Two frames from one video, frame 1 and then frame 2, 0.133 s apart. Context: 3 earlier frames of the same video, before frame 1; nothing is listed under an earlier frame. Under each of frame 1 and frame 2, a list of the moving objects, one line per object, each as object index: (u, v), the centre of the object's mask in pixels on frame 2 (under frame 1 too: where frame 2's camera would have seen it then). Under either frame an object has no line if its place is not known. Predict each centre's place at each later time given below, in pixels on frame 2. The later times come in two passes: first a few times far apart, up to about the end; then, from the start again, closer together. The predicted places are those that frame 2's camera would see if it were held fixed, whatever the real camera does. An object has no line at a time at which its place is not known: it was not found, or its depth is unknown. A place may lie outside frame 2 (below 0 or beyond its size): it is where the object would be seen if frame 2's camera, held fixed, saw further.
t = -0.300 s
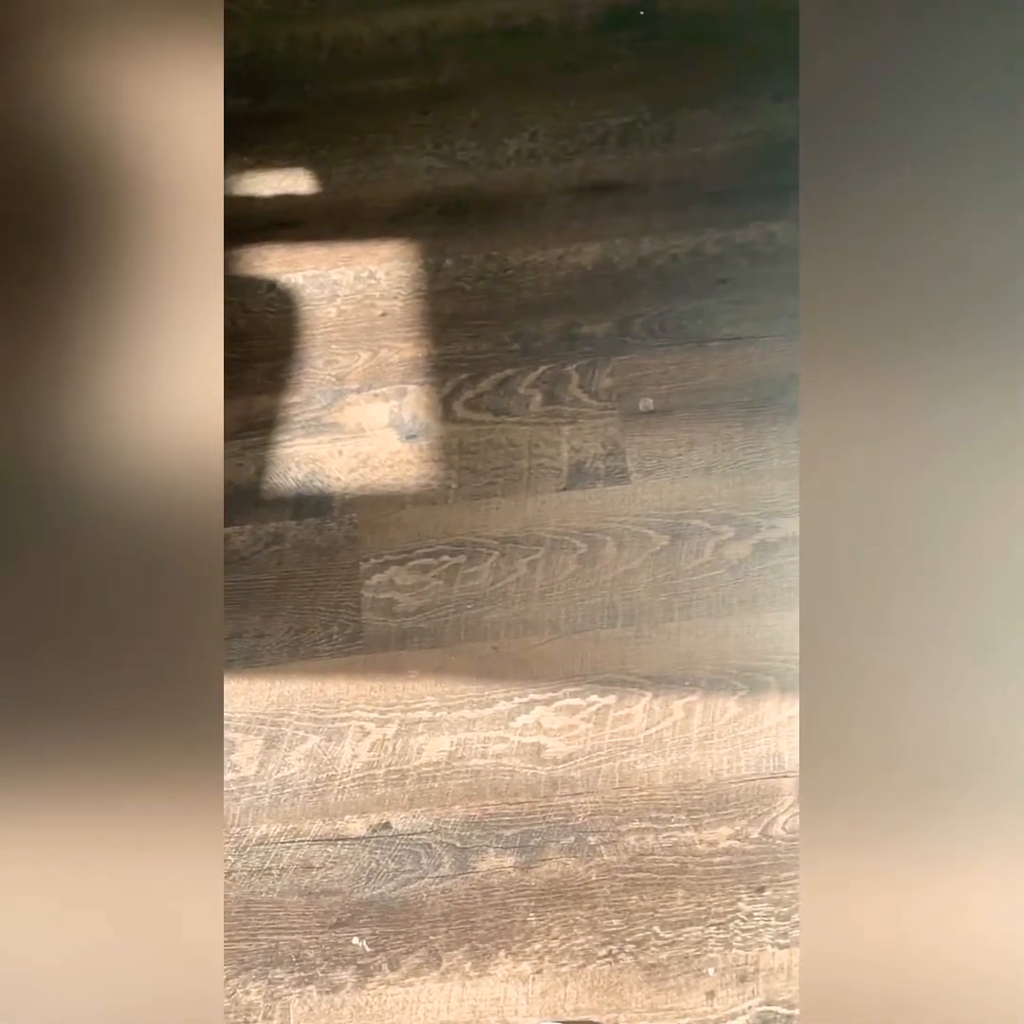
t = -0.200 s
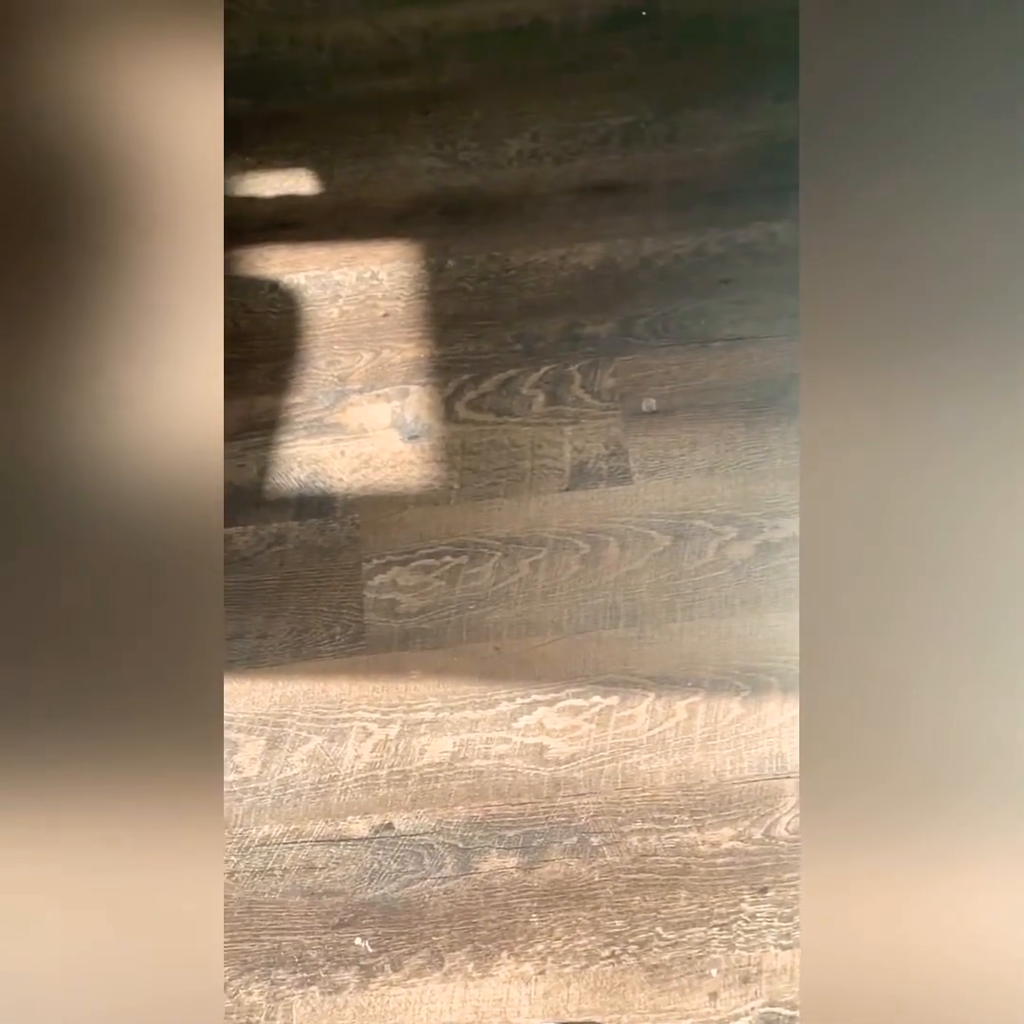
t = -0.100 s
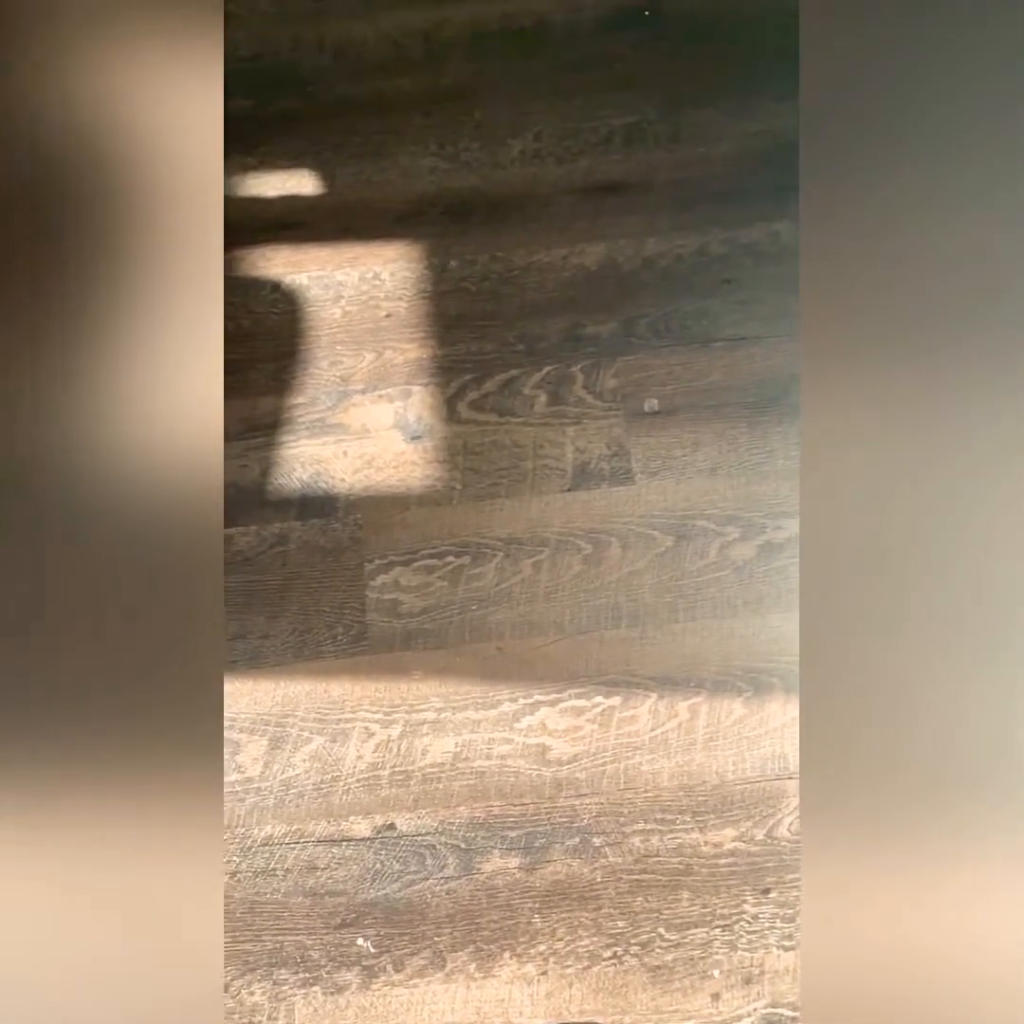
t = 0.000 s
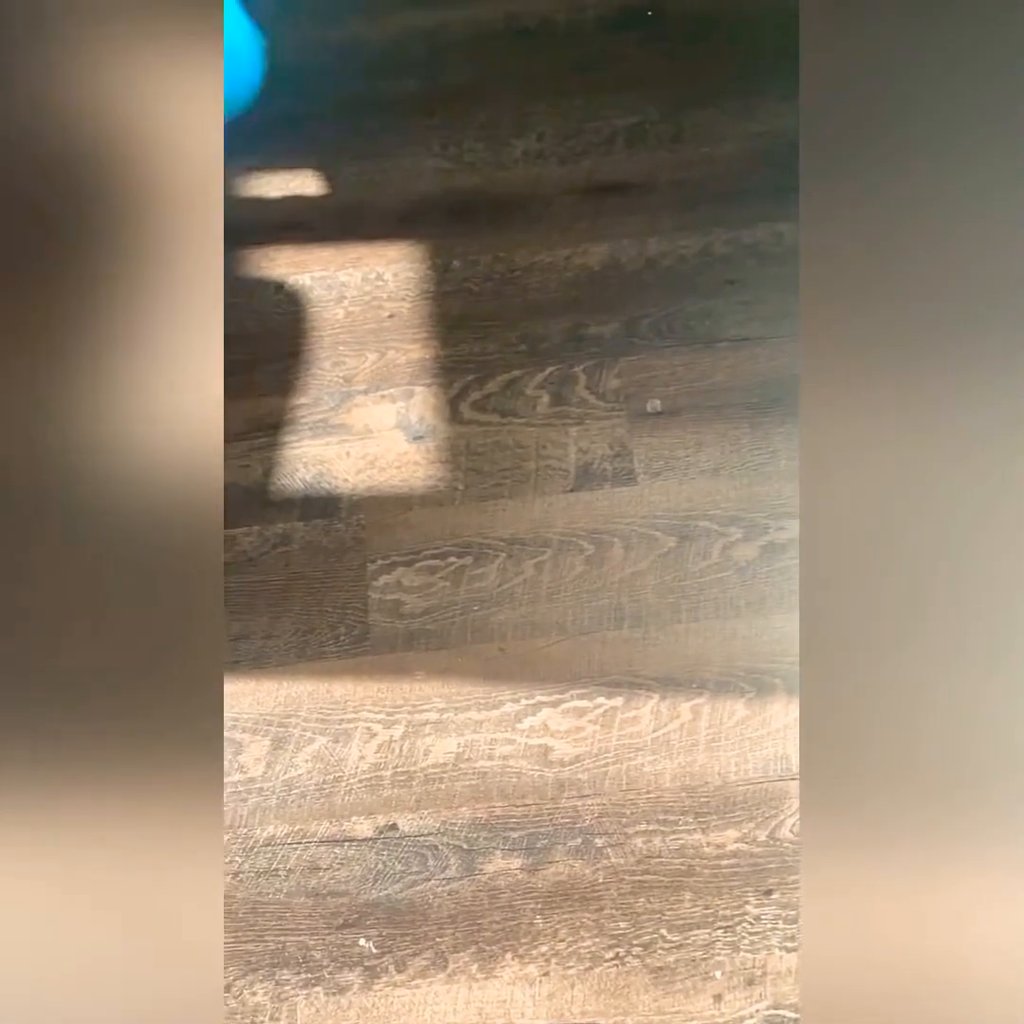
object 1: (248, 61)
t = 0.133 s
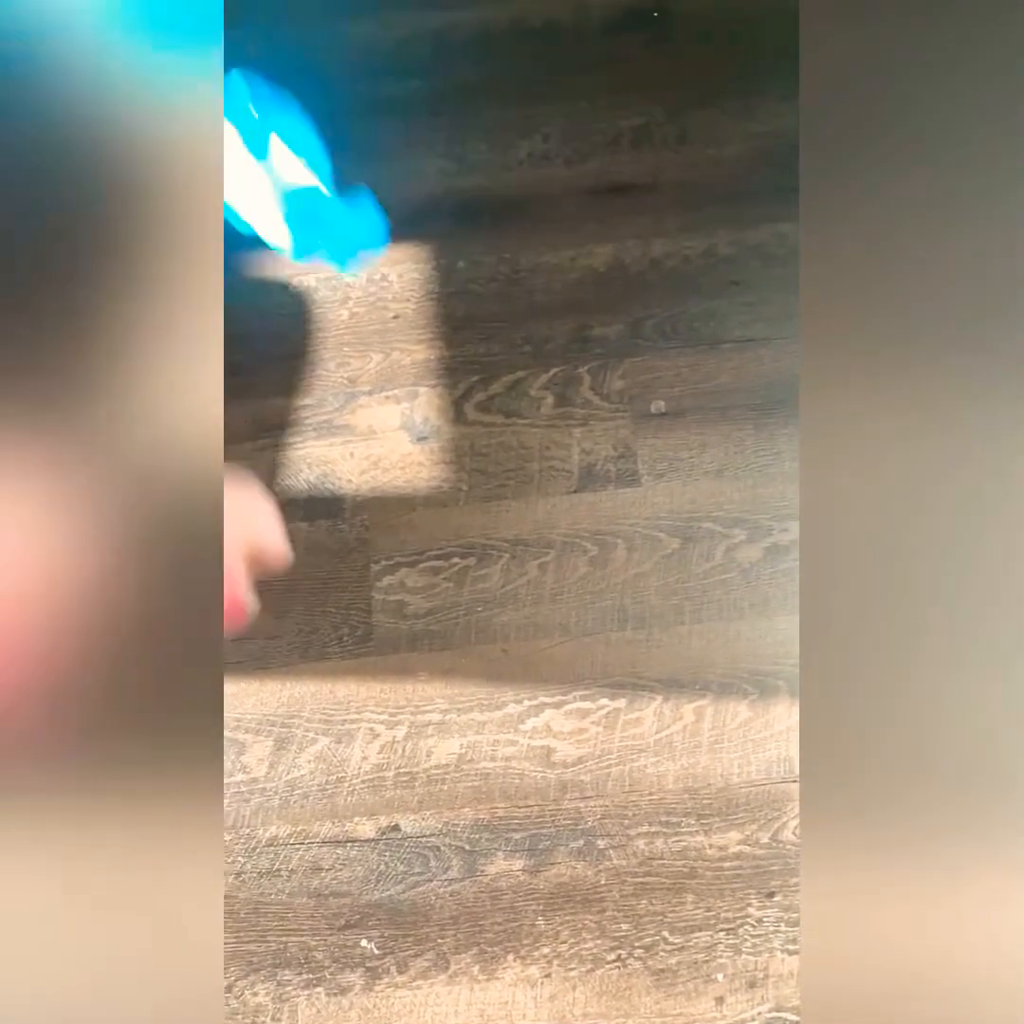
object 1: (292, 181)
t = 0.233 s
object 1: (347, 283)
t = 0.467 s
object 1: (440, 416)
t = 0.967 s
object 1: (507, 517)
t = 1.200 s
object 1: (533, 505)
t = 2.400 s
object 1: (671, 450)
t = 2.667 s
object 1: (690, 442)
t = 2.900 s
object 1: (699, 434)
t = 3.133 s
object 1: (707, 428)
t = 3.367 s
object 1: (710, 425)
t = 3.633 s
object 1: (715, 421)
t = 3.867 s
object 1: (719, 418)
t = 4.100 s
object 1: (724, 416)
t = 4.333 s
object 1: (729, 415)
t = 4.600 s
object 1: (735, 414)
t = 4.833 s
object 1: (735, 414)
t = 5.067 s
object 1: (734, 414)
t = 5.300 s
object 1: (733, 416)
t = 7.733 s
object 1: (733, 414)
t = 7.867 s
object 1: (734, 413)
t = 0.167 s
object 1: (307, 216)
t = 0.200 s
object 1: (325, 249)
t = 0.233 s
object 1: (347, 283)
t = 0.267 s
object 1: (366, 312)
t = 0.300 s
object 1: (381, 335)
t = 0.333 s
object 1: (395, 354)
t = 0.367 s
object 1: (407, 373)
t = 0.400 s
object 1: (419, 389)
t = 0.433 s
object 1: (431, 403)
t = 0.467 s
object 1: (440, 416)
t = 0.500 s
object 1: (448, 427)
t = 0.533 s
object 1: (455, 437)
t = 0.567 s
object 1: (461, 446)
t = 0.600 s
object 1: (467, 455)
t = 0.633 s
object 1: (473, 463)
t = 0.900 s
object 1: (504, 507)
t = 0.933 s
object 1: (507, 512)
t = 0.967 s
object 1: (507, 517)
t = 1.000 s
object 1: (510, 520)
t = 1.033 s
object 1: (515, 517)
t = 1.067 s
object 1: (518, 516)
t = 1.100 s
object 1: (522, 513)
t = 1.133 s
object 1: (526, 510)
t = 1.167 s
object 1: (529, 508)
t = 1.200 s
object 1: (533, 505)
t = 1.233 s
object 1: (537, 503)
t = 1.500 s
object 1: (568, 484)
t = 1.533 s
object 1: (573, 483)
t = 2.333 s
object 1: (665, 451)
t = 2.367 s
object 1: (668, 450)
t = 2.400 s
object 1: (671, 450)
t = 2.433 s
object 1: (674, 450)
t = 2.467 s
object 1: (678, 450)
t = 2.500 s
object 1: (681, 448)
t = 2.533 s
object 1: (683, 447)
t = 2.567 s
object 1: (685, 446)
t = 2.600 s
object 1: (687, 444)
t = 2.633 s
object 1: (689, 443)
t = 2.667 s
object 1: (690, 442)
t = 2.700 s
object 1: (691, 440)
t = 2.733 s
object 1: (692, 439)
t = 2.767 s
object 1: (694, 437)
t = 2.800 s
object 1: (695, 436)
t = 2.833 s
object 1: (697, 435)
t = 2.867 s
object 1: (698, 434)
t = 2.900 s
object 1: (699, 434)
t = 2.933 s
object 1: (701, 433)
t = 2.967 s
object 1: (702, 432)
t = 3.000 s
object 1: (703, 432)
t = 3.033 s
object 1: (704, 430)
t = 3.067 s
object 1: (705, 430)
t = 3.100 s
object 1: (706, 428)
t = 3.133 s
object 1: (707, 428)
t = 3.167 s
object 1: (707, 427)
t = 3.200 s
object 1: (708, 427)
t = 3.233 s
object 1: (708, 426)
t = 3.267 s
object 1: (709, 426)
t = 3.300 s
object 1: (709, 426)
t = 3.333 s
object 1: (710, 425)
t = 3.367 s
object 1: (710, 425)
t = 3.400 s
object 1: (711, 424)
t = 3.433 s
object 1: (711, 424)
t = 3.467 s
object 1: (712, 423)
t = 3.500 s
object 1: (712, 423)
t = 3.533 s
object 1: (713, 422)
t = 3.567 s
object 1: (713, 422)
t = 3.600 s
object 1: (714, 421)
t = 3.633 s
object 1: (715, 421)
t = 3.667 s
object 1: (715, 420)
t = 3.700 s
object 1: (716, 420)
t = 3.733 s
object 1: (716, 420)
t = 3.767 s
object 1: (717, 419)
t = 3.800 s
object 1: (718, 419)
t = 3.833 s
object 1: (718, 418)
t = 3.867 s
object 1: (719, 418)
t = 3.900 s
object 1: (720, 418)
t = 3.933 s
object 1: (720, 418)
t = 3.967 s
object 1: (721, 418)
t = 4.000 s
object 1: (722, 417)
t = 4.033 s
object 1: (722, 417)
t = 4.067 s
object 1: (723, 417)
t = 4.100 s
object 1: (724, 416)
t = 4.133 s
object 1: (725, 416)
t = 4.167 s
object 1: (726, 416)
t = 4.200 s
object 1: (727, 415)
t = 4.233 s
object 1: (727, 415)
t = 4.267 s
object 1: (728, 415)
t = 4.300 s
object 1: (729, 415)
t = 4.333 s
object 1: (729, 415)
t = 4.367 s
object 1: (730, 415)
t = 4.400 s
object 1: (731, 415)
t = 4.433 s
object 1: (732, 415)
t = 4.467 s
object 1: (732, 415)
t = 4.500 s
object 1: (733, 415)
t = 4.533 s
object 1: (734, 415)
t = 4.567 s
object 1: (735, 414)
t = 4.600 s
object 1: (735, 414)
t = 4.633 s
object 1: (735, 414)
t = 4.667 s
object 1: (736, 414)
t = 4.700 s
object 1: (735, 414)
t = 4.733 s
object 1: (735, 413)
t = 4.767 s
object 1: (735, 414)
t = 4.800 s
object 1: (735, 414)
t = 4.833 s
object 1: (735, 414)
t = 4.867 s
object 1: (735, 414)
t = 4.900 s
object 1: (735, 414)
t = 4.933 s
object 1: (735, 414)
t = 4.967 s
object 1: (735, 414)
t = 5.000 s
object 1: (735, 414)
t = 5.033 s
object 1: (734, 414)
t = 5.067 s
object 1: (734, 414)
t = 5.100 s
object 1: (734, 415)
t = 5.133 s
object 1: (733, 415)
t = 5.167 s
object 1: (733, 415)
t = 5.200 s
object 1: (733, 415)
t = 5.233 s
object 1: (733, 416)
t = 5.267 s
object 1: (733, 416)
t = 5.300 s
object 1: (733, 416)
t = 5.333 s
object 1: (733, 416)
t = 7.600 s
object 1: (733, 414)
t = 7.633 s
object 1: (733, 414)
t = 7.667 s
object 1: (733, 414)
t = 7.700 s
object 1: (733, 414)
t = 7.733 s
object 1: (733, 414)
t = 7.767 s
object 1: (733, 413)
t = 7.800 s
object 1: (734, 413)
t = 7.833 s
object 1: (734, 413)
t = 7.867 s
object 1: (734, 413)
